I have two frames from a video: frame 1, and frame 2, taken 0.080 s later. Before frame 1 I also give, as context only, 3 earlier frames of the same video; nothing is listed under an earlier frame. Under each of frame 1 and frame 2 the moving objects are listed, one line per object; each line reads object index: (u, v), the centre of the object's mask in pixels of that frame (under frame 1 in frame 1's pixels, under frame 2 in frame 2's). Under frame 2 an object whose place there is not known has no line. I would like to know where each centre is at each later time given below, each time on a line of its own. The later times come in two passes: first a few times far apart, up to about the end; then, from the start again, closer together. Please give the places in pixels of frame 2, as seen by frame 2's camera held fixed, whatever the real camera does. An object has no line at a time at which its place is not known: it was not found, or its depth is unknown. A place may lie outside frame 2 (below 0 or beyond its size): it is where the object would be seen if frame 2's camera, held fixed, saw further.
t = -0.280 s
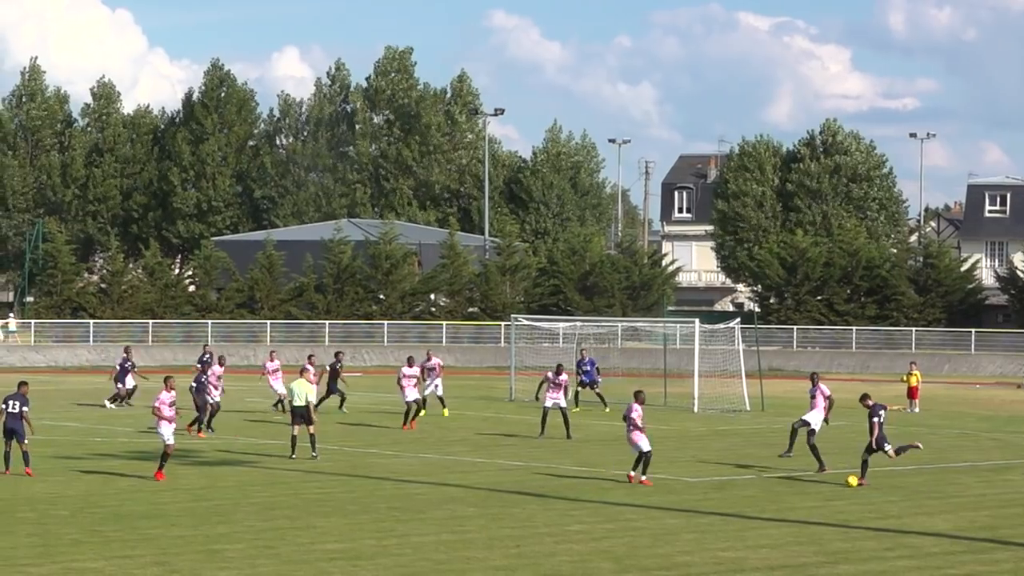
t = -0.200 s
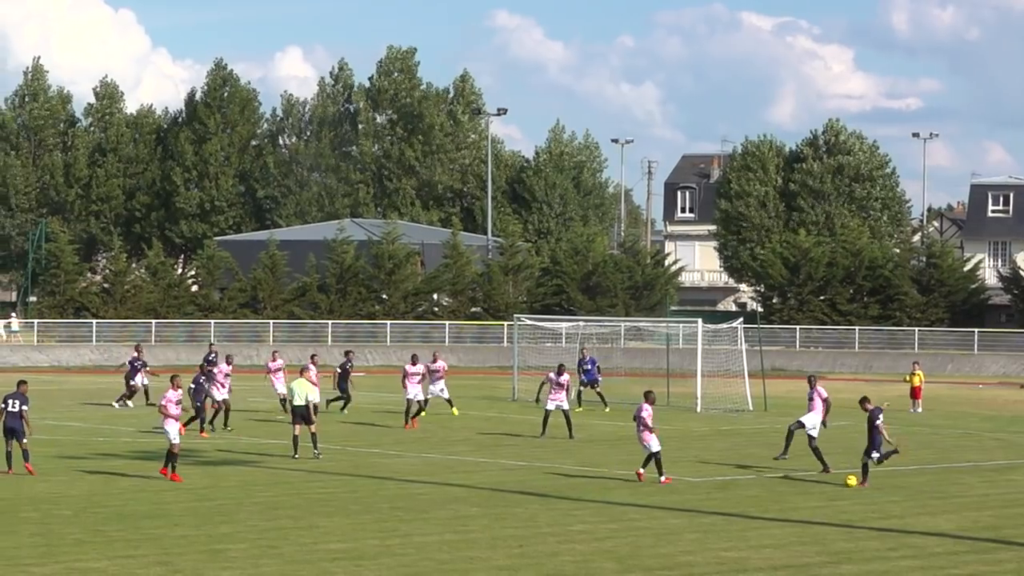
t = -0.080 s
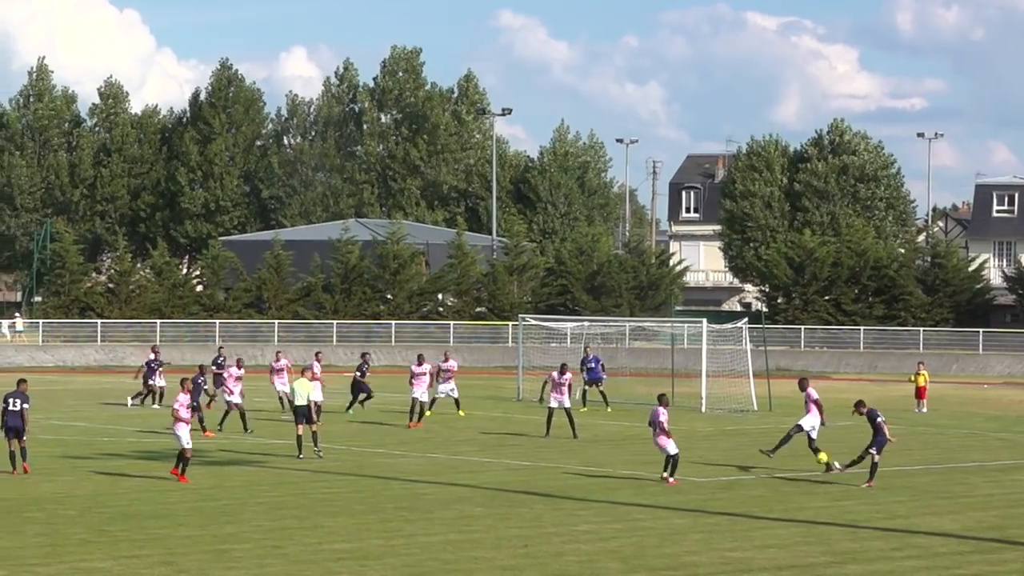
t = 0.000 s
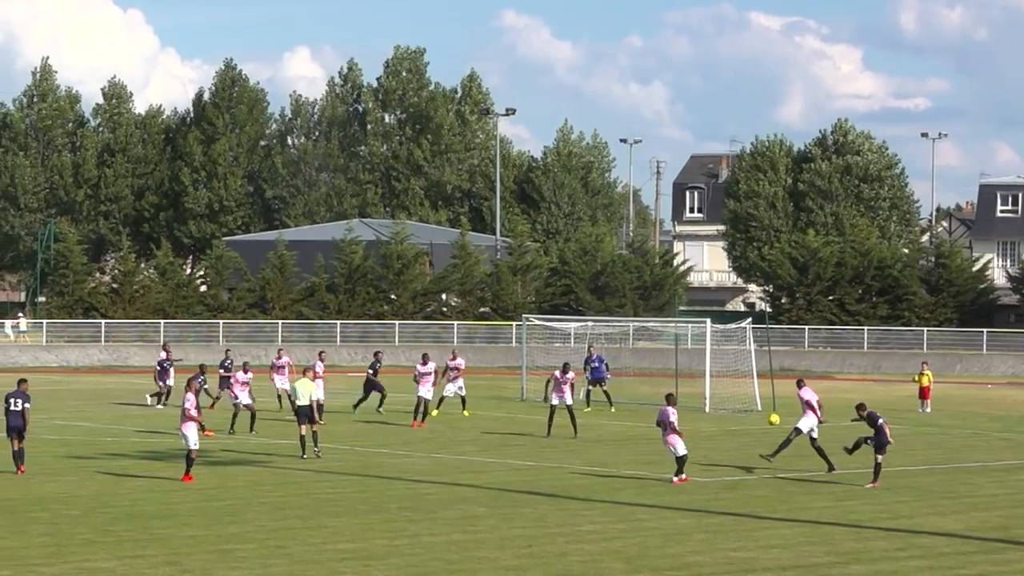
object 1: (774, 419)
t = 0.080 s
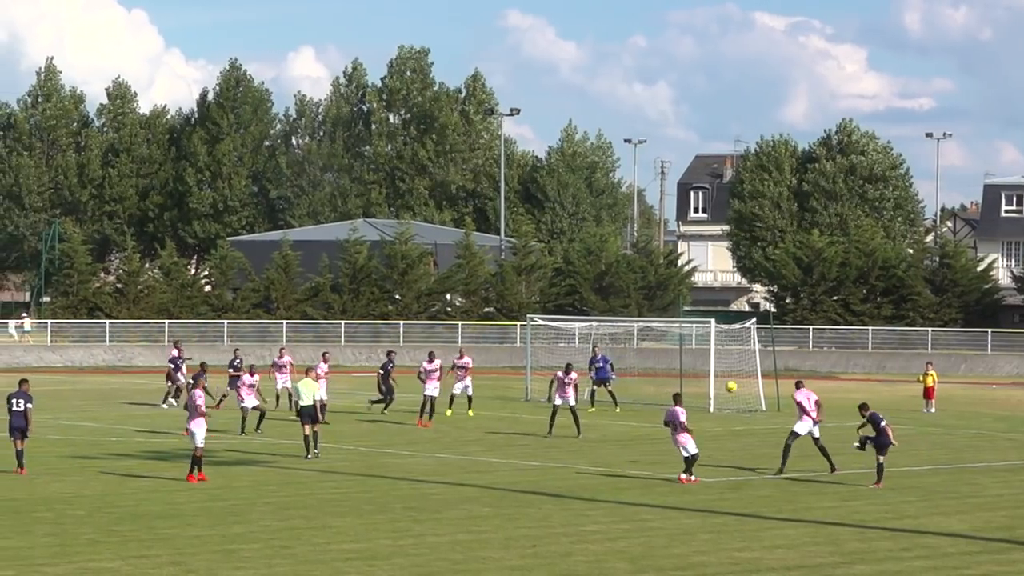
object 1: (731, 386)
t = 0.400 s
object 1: (582, 298)
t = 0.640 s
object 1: (502, 272)
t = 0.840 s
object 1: (451, 270)
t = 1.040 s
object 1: (411, 283)
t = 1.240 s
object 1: (380, 311)
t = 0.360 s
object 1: (598, 306)
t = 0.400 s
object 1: (582, 298)
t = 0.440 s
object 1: (567, 292)
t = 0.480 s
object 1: (553, 286)
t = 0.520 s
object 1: (540, 281)
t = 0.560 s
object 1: (526, 277)
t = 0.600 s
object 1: (514, 274)
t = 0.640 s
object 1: (502, 272)
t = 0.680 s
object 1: (491, 270)
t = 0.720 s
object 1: (480, 269)
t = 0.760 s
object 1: (470, 269)
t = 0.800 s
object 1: (460, 269)
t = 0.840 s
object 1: (451, 270)
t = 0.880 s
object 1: (442, 271)
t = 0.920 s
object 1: (434, 273)
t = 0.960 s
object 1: (426, 276)
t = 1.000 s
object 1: (418, 280)
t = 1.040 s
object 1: (411, 283)
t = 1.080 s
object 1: (405, 288)
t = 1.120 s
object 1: (398, 293)
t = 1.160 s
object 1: (393, 298)
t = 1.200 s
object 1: (386, 305)
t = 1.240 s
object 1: (380, 311)
